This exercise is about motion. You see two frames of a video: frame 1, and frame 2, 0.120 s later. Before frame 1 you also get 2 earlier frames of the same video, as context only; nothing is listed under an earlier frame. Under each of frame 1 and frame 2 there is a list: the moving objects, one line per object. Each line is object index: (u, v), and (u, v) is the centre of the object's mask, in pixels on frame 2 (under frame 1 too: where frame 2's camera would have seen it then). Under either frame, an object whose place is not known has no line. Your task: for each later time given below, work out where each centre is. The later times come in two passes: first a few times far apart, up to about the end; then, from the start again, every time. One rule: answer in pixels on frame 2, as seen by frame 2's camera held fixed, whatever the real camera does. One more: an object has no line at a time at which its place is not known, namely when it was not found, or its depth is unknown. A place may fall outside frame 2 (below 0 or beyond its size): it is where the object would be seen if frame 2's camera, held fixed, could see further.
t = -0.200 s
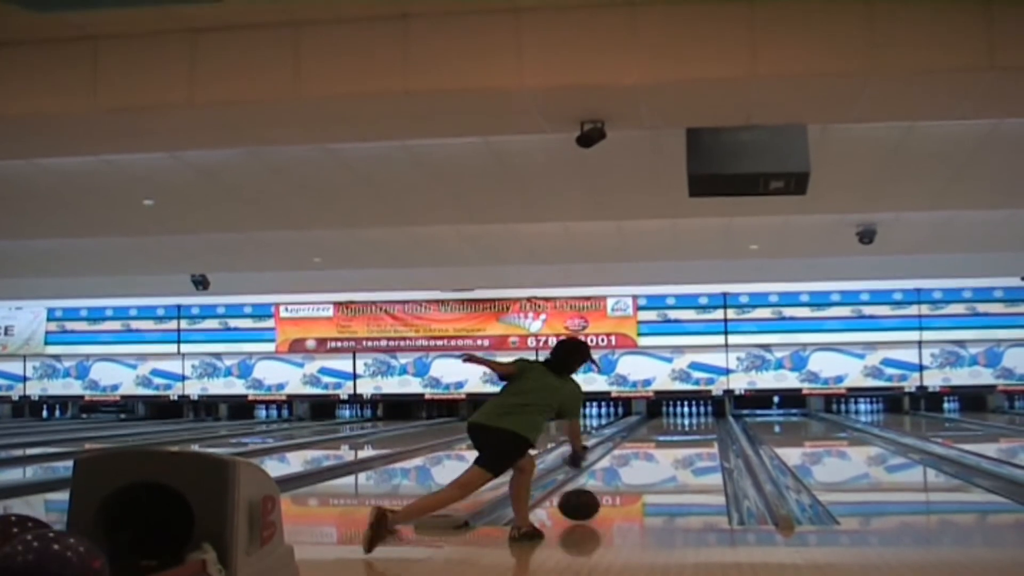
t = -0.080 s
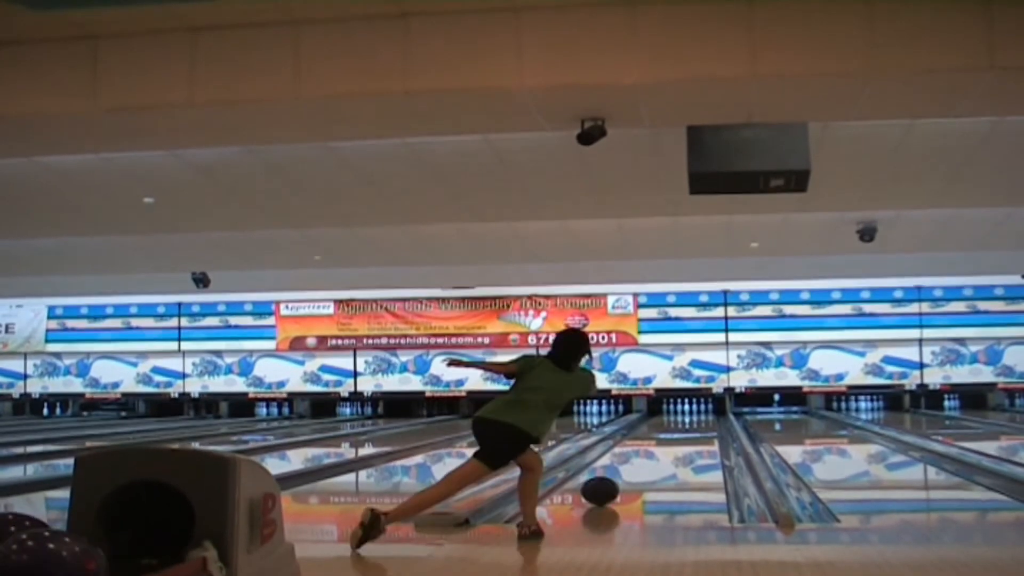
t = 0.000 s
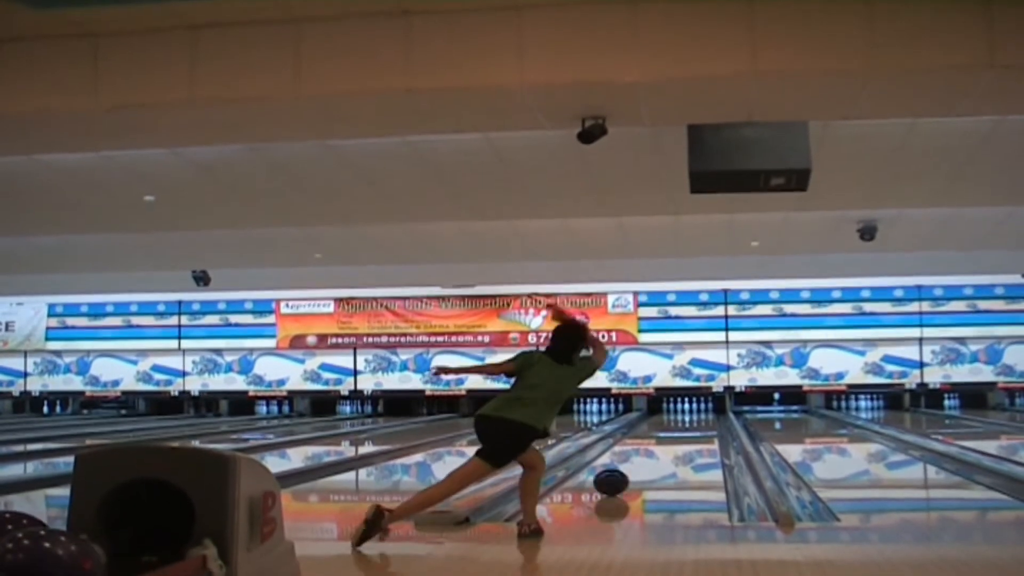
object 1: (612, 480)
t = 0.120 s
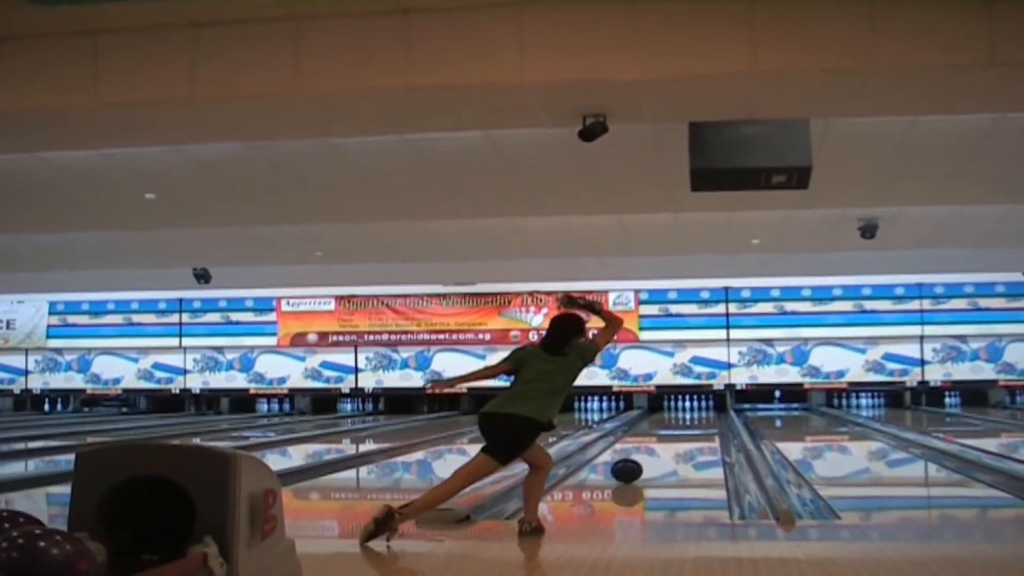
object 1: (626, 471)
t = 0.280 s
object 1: (642, 460)
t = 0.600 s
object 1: (664, 446)
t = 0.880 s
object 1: (678, 436)
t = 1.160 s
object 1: (688, 429)
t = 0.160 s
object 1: (630, 468)
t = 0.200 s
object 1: (634, 465)
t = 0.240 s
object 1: (638, 462)
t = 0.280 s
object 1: (642, 460)
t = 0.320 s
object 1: (645, 458)
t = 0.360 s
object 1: (648, 456)
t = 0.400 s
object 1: (651, 454)
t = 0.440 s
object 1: (654, 452)
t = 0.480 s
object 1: (657, 450)
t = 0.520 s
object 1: (659, 449)
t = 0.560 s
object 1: (662, 447)
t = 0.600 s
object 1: (664, 446)
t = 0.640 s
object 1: (667, 444)
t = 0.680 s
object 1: (669, 442)
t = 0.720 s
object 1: (671, 441)
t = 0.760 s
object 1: (673, 440)
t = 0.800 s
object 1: (675, 438)
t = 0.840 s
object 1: (677, 437)
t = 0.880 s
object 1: (678, 436)
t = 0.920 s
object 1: (680, 434)
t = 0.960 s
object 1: (682, 433)
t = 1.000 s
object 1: (683, 432)
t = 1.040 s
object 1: (685, 432)
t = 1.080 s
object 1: (686, 430)
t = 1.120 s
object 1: (688, 430)
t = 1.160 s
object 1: (688, 429)
